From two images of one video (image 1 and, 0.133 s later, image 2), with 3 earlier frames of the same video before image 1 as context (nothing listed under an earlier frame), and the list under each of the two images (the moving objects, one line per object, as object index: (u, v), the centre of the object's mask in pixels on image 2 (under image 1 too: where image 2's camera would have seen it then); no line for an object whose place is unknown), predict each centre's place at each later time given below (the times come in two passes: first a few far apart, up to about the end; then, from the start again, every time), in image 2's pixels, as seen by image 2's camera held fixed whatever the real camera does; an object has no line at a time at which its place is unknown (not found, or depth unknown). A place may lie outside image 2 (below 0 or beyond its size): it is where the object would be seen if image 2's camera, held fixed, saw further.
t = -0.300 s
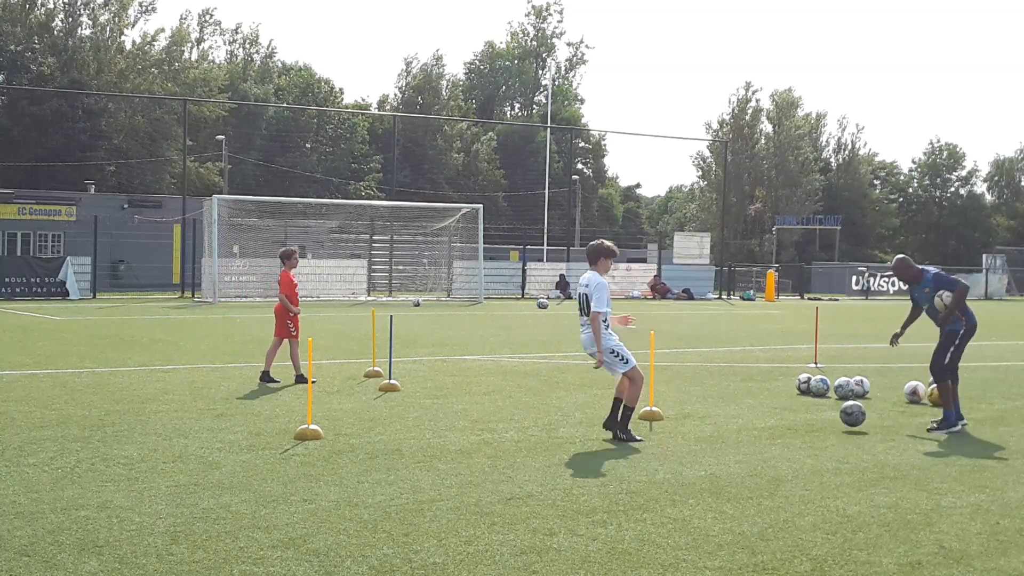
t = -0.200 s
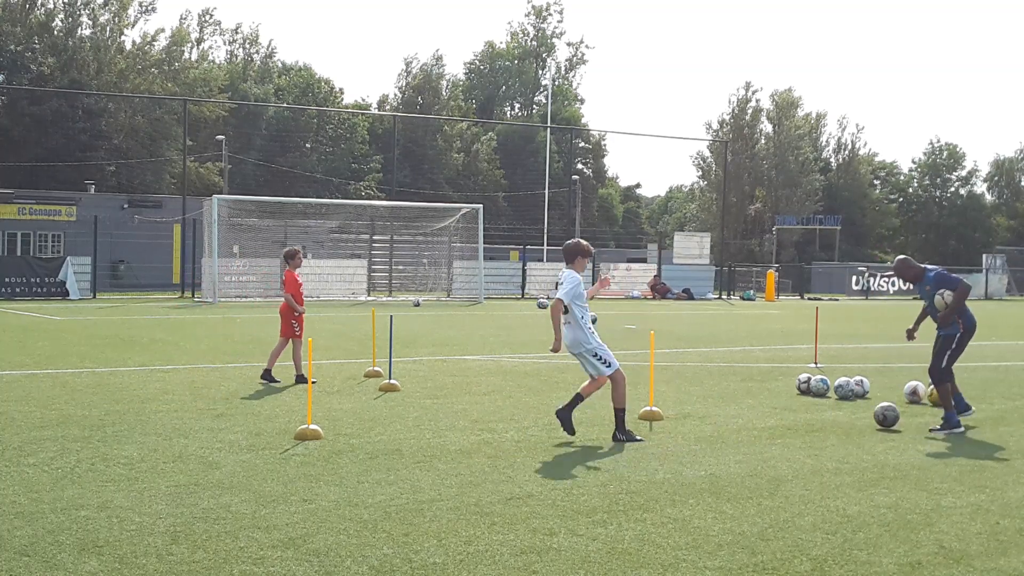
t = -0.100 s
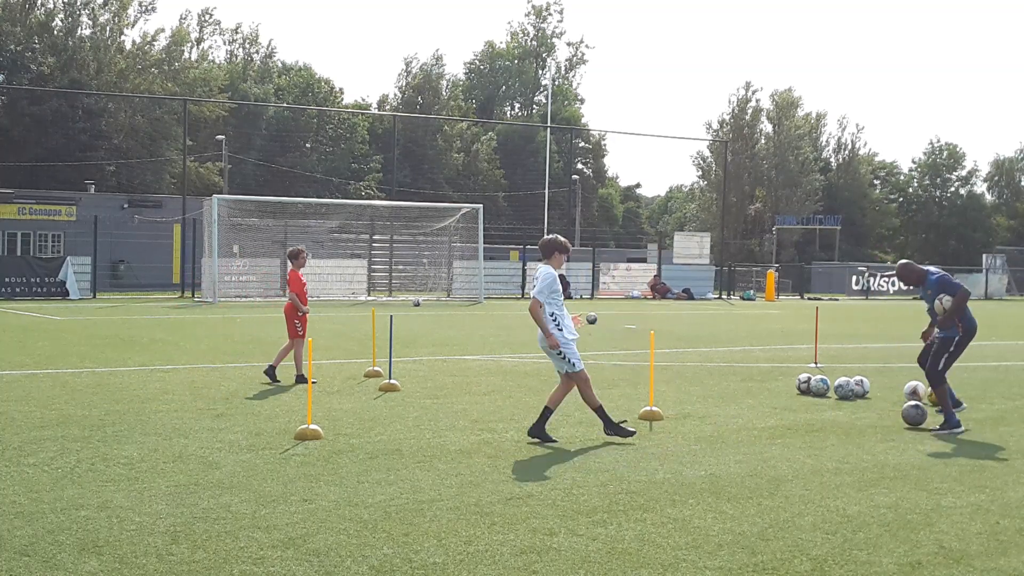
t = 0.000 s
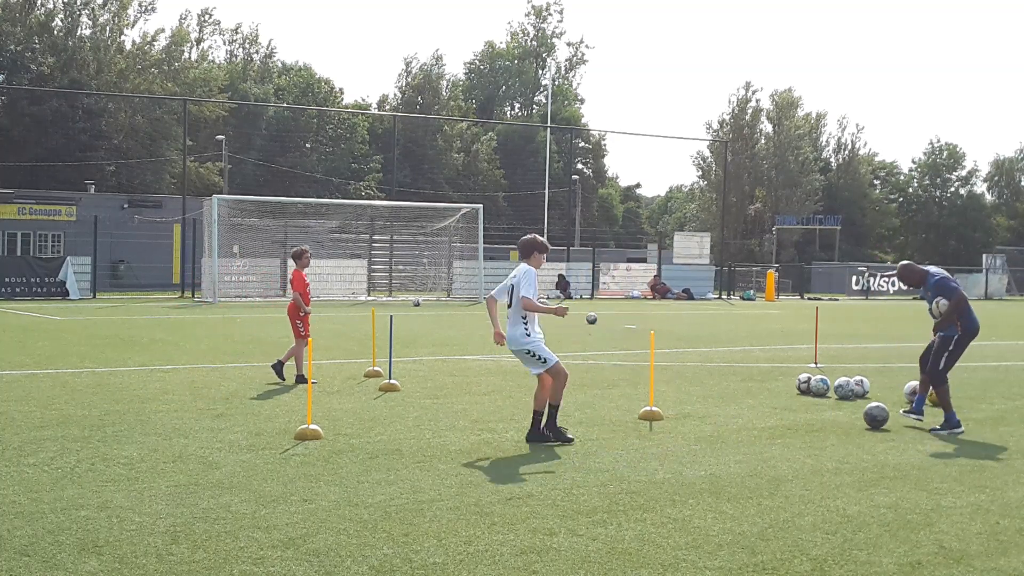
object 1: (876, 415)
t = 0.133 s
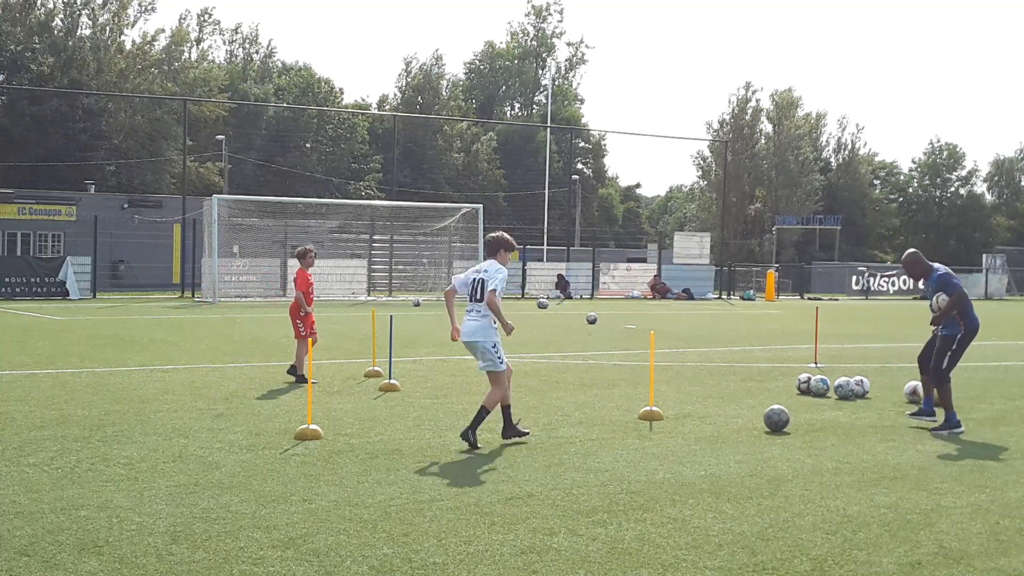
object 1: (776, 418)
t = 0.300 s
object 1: (662, 422)
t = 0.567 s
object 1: (506, 425)
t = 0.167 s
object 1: (752, 419)
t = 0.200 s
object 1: (729, 420)
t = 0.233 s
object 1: (706, 421)
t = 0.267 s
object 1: (684, 421)
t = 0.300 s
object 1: (662, 422)
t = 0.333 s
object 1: (641, 423)
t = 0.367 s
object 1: (621, 423)
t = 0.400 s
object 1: (600, 424)
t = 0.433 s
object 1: (580, 424)
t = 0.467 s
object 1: (561, 424)
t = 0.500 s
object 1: (542, 425)
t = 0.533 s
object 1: (524, 425)
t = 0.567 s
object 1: (506, 425)
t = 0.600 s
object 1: (488, 426)
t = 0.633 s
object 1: (469, 428)
